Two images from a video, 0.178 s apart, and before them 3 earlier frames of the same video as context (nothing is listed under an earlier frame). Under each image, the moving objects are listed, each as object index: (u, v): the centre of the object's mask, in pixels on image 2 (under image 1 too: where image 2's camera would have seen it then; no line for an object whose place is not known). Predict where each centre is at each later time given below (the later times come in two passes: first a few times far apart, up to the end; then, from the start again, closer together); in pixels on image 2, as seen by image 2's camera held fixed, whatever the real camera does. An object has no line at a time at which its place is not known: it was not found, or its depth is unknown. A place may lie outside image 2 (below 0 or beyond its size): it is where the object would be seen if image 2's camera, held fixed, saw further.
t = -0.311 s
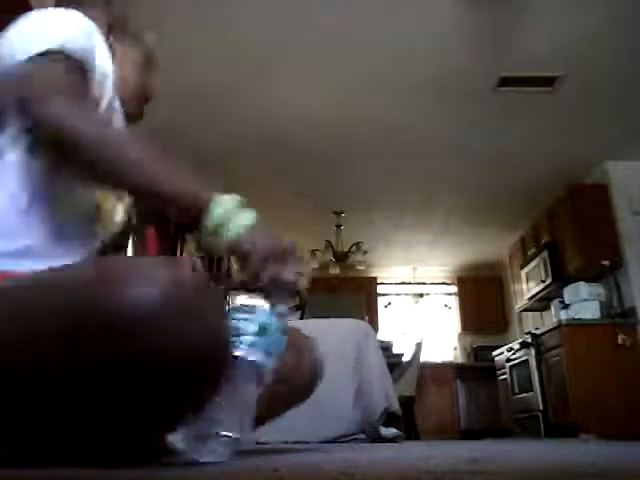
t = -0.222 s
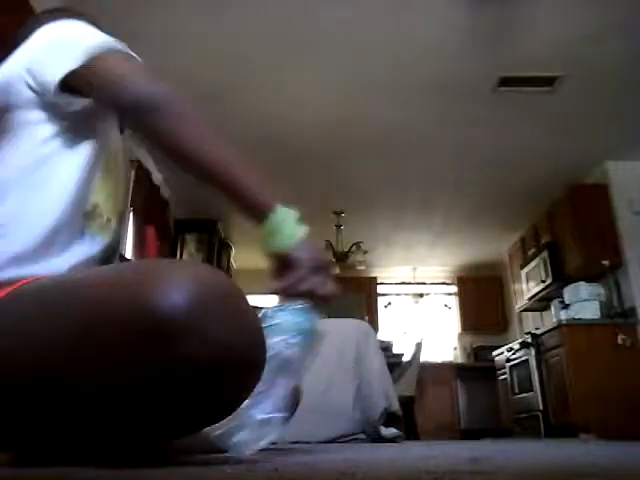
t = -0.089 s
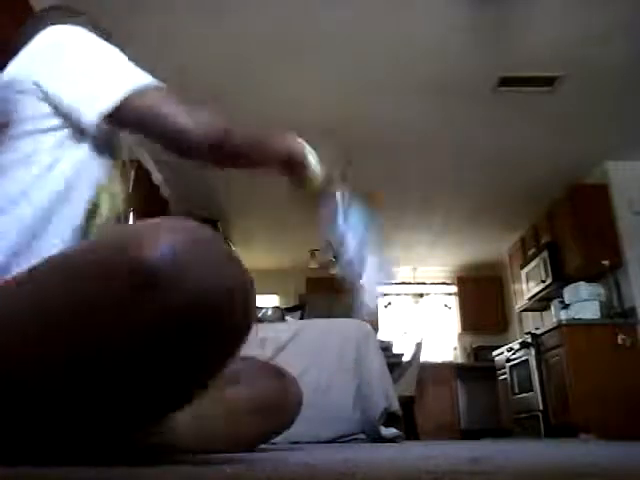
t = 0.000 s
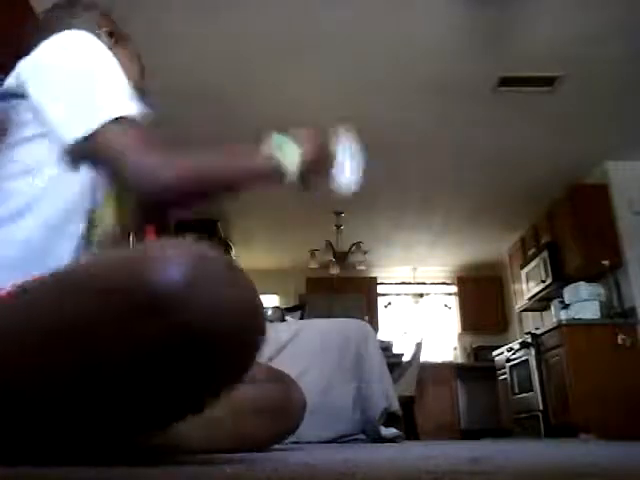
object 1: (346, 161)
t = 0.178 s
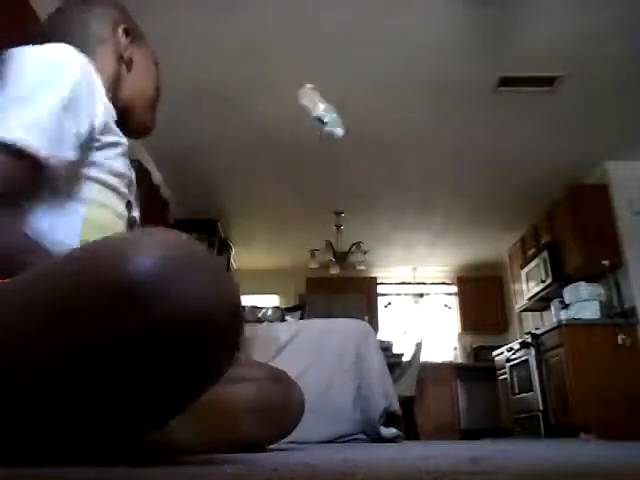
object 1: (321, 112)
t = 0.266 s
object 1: (310, 117)
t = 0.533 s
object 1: (292, 214)
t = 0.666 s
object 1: (286, 289)
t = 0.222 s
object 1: (315, 111)
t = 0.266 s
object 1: (310, 117)
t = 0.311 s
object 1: (305, 128)
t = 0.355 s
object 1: (301, 142)
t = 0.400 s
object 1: (299, 158)
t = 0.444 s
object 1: (298, 175)
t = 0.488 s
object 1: (295, 193)
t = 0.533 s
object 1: (292, 214)
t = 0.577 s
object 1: (290, 236)
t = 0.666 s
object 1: (286, 289)
